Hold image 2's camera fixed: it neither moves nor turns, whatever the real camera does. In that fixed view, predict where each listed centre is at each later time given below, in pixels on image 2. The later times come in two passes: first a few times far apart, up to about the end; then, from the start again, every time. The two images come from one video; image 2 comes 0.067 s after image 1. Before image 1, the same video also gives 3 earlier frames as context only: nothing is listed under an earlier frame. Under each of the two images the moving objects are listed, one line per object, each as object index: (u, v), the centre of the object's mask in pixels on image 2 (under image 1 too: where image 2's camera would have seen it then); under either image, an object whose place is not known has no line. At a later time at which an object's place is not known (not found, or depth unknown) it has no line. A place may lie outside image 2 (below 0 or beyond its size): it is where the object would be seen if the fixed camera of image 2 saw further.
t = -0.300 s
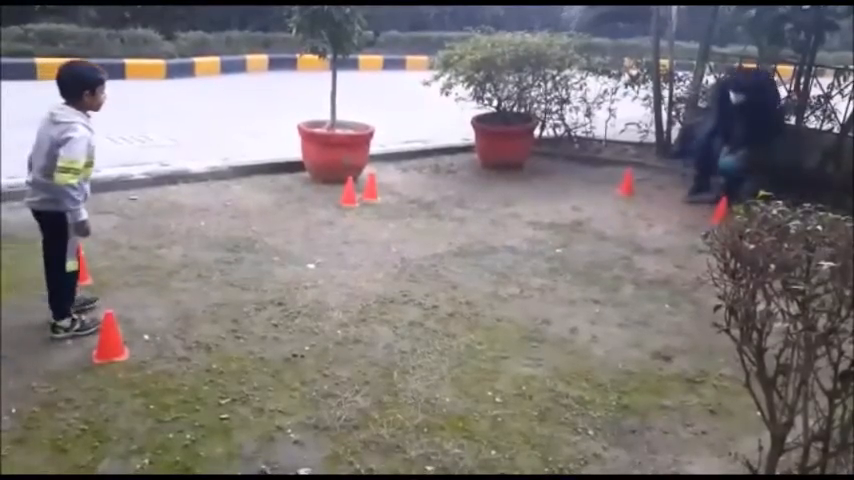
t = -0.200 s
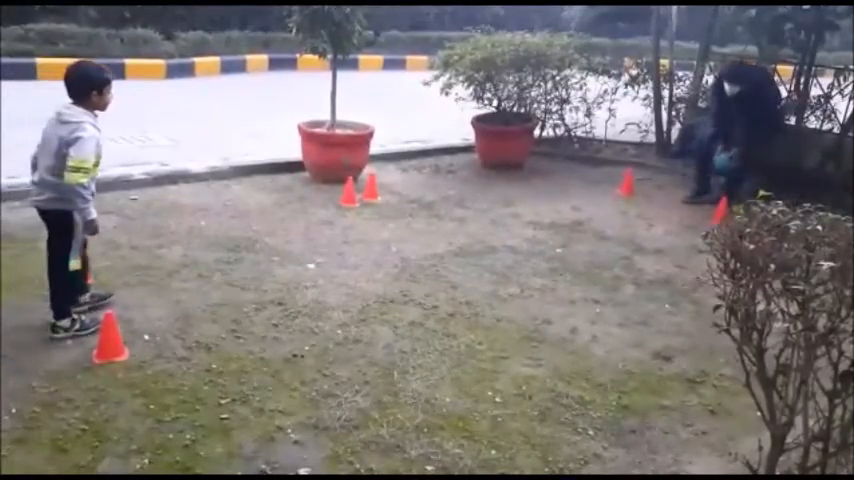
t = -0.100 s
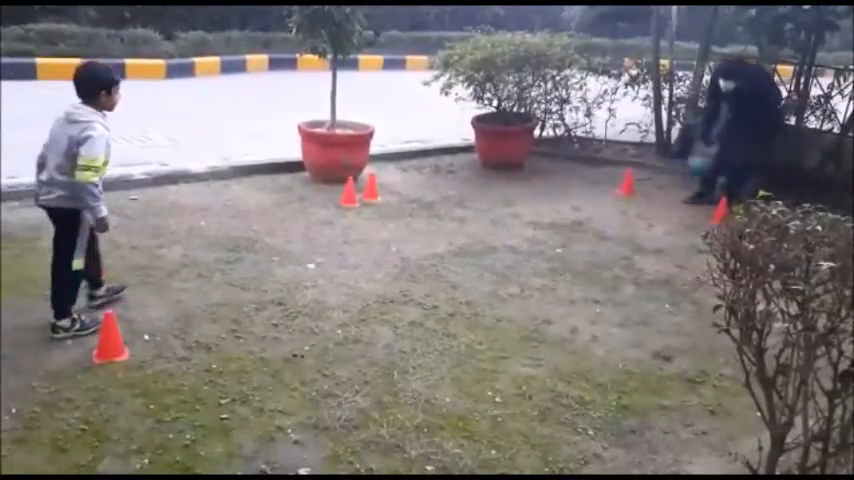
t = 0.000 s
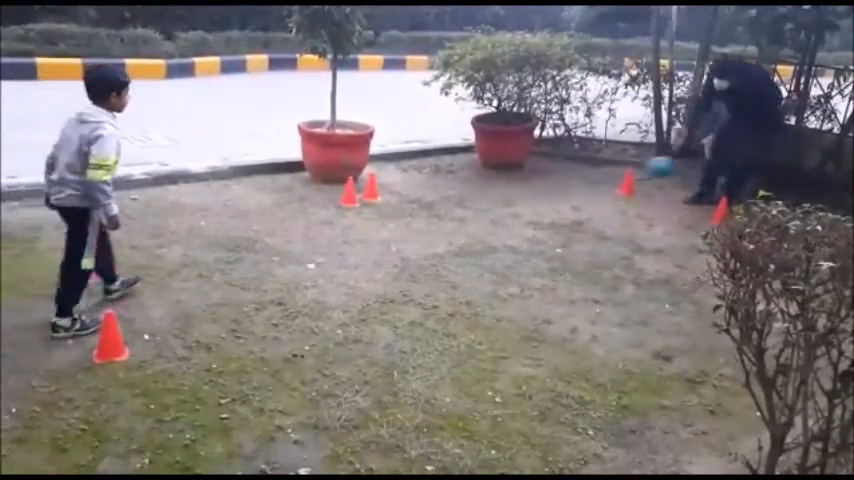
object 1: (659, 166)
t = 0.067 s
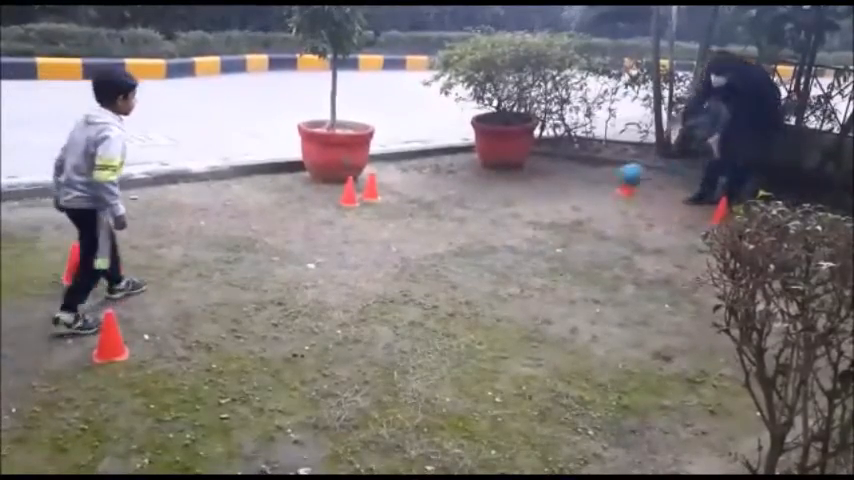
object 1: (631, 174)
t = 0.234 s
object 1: (546, 221)
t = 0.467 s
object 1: (472, 219)
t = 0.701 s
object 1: (394, 240)
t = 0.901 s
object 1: (319, 256)
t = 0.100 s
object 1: (615, 180)
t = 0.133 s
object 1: (601, 187)
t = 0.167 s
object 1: (583, 196)
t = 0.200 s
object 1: (566, 207)
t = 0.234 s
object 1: (546, 221)
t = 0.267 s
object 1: (530, 229)
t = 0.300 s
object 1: (522, 225)
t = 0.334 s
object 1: (513, 220)
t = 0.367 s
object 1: (504, 218)
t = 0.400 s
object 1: (494, 216)
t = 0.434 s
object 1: (484, 216)
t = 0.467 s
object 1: (472, 219)
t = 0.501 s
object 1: (461, 222)
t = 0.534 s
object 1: (451, 227)
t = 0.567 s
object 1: (439, 233)
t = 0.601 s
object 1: (427, 242)
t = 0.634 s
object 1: (414, 245)
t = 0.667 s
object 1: (404, 243)
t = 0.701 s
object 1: (394, 240)
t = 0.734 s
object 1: (382, 241)
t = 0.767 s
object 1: (371, 242)
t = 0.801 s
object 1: (358, 245)
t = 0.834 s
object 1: (345, 251)
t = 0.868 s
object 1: (332, 258)
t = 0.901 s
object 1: (319, 256)
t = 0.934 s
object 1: (307, 255)
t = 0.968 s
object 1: (294, 255)
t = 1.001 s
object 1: (282, 257)
